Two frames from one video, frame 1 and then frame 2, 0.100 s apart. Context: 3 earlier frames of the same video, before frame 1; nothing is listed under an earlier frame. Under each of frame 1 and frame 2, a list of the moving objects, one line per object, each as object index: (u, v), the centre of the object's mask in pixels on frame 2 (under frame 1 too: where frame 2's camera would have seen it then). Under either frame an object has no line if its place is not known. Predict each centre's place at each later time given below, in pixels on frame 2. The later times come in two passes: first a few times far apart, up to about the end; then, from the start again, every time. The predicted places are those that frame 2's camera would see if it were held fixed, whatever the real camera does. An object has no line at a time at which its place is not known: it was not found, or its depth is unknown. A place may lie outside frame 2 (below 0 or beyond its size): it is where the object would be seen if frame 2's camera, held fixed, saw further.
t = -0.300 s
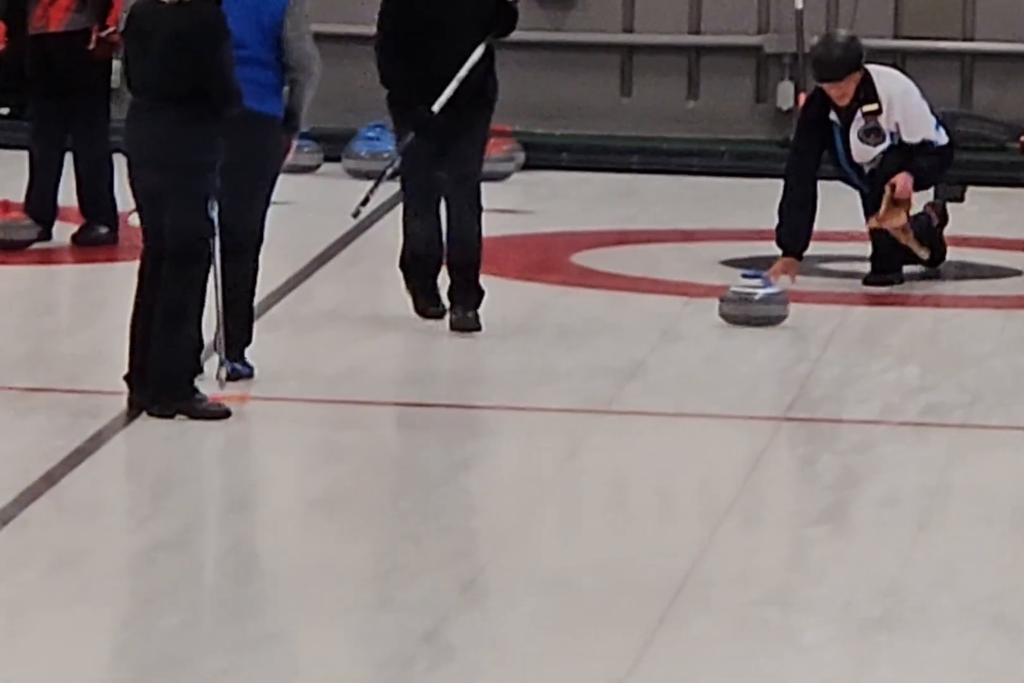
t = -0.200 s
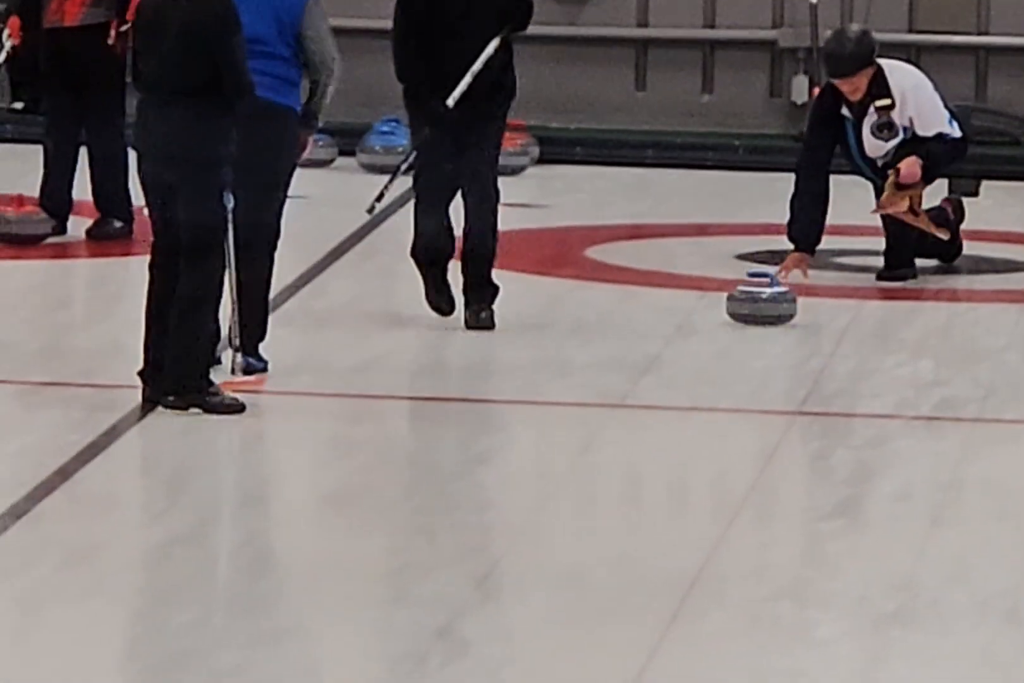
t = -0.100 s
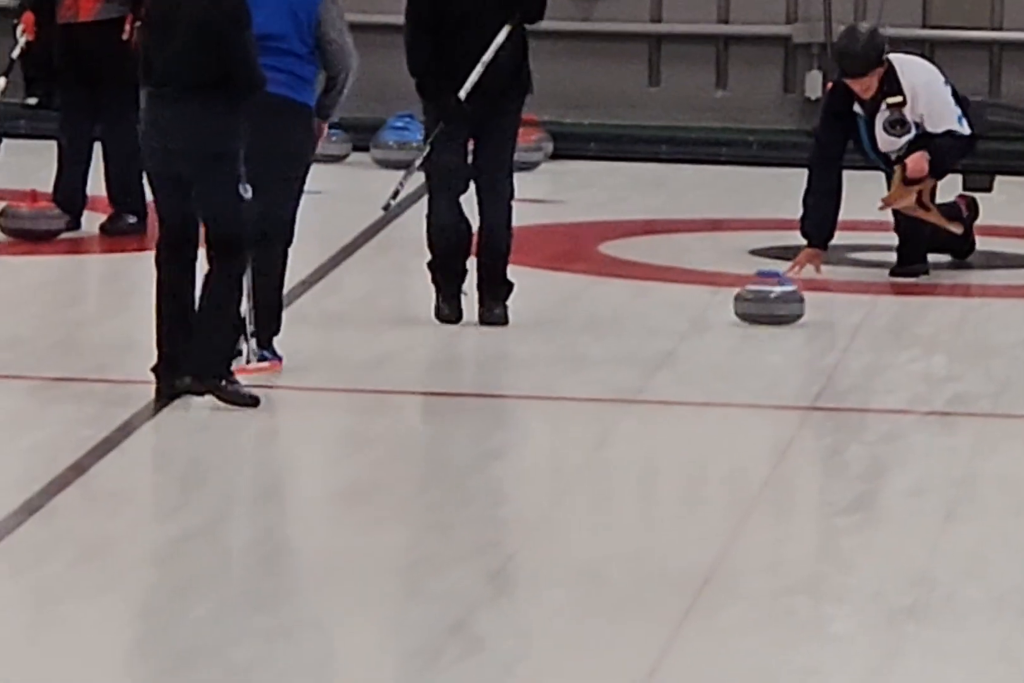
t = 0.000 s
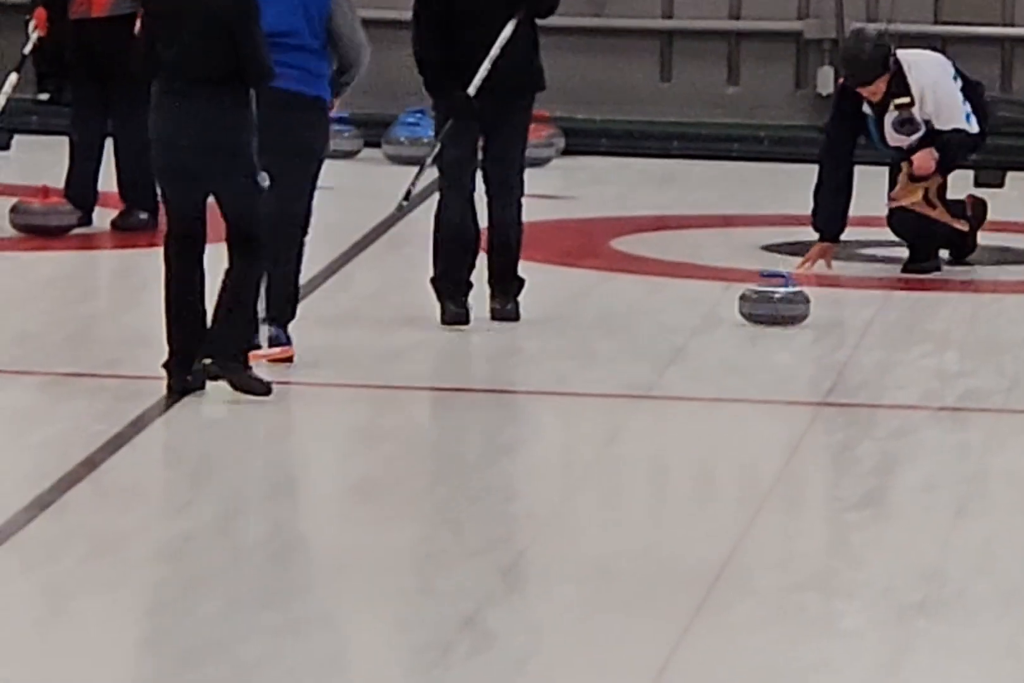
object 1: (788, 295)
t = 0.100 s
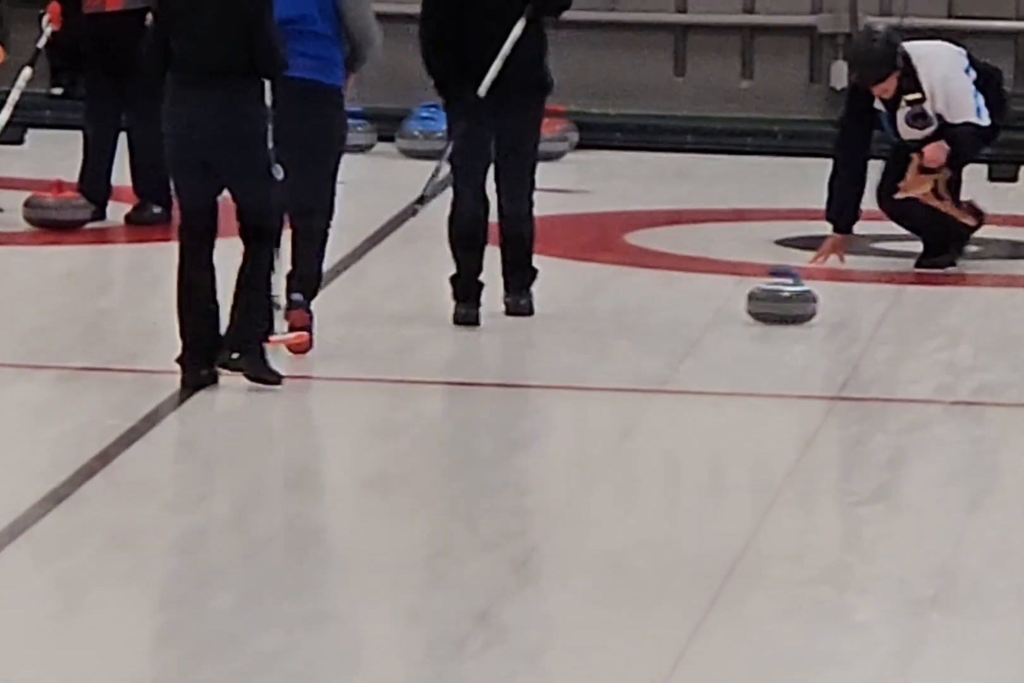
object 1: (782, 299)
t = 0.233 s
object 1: (773, 307)
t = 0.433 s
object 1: (761, 316)
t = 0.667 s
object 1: (747, 327)
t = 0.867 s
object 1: (734, 337)
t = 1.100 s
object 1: (720, 347)
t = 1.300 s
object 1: (707, 358)
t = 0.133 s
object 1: (780, 303)
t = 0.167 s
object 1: (778, 304)
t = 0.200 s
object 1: (775, 306)
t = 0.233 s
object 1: (773, 307)
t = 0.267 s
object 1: (772, 309)
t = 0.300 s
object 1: (770, 310)
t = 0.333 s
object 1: (768, 312)
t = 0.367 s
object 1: (766, 314)
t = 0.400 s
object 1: (763, 315)
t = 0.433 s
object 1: (761, 316)
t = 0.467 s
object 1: (759, 318)
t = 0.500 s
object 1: (757, 319)
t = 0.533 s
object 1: (755, 321)
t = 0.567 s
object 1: (753, 322)
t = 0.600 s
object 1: (751, 324)
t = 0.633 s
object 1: (749, 326)
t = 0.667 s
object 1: (747, 327)
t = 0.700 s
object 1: (745, 329)
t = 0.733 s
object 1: (743, 330)
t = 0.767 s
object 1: (741, 332)
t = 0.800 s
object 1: (739, 334)
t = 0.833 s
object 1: (736, 335)
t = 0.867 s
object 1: (734, 337)
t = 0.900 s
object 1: (733, 339)
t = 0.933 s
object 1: (731, 340)
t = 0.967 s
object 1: (728, 342)
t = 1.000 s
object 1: (726, 343)
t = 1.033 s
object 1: (724, 345)
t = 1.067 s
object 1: (722, 347)
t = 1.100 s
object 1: (720, 347)
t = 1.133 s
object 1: (718, 349)
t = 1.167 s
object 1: (716, 351)
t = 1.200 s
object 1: (714, 353)
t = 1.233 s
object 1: (712, 354)
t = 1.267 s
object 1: (710, 356)
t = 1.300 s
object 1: (707, 358)
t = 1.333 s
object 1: (705, 359)
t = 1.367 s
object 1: (702, 360)
